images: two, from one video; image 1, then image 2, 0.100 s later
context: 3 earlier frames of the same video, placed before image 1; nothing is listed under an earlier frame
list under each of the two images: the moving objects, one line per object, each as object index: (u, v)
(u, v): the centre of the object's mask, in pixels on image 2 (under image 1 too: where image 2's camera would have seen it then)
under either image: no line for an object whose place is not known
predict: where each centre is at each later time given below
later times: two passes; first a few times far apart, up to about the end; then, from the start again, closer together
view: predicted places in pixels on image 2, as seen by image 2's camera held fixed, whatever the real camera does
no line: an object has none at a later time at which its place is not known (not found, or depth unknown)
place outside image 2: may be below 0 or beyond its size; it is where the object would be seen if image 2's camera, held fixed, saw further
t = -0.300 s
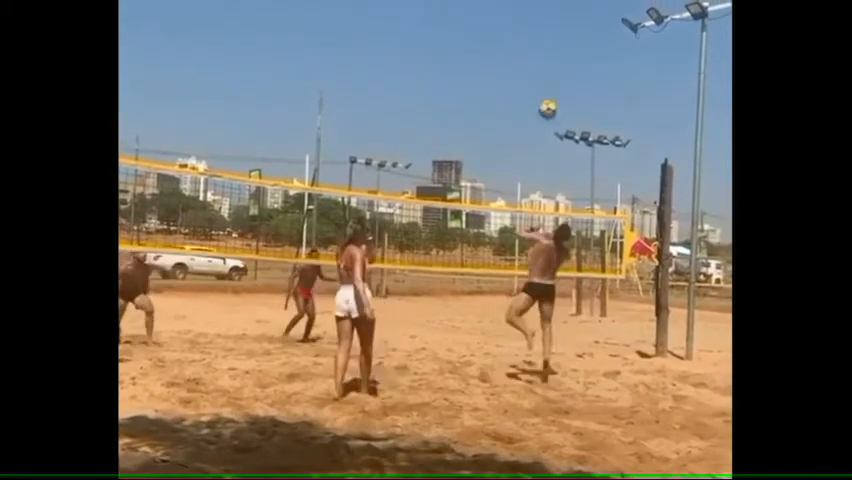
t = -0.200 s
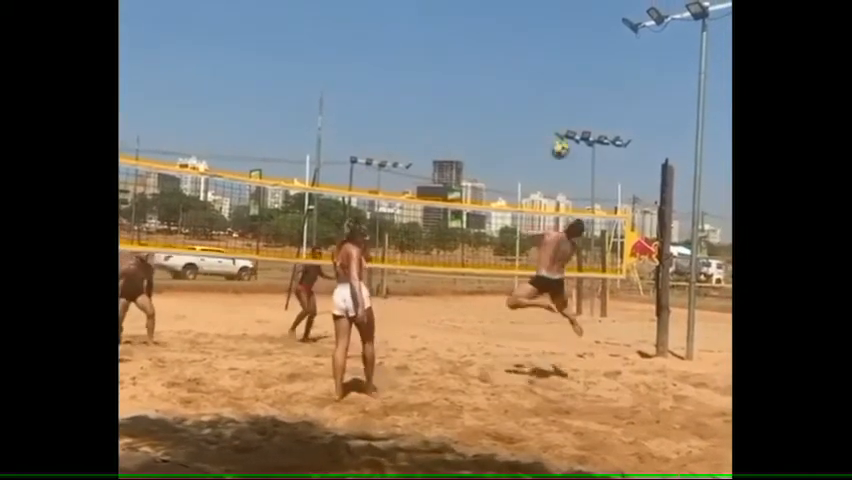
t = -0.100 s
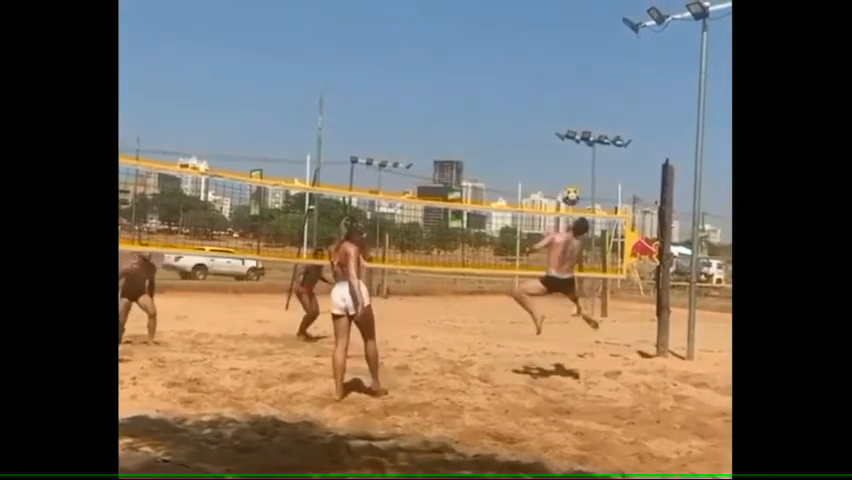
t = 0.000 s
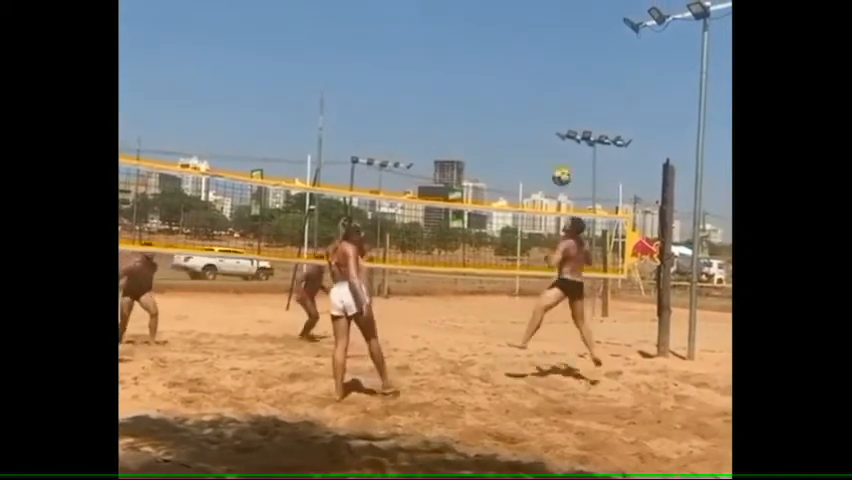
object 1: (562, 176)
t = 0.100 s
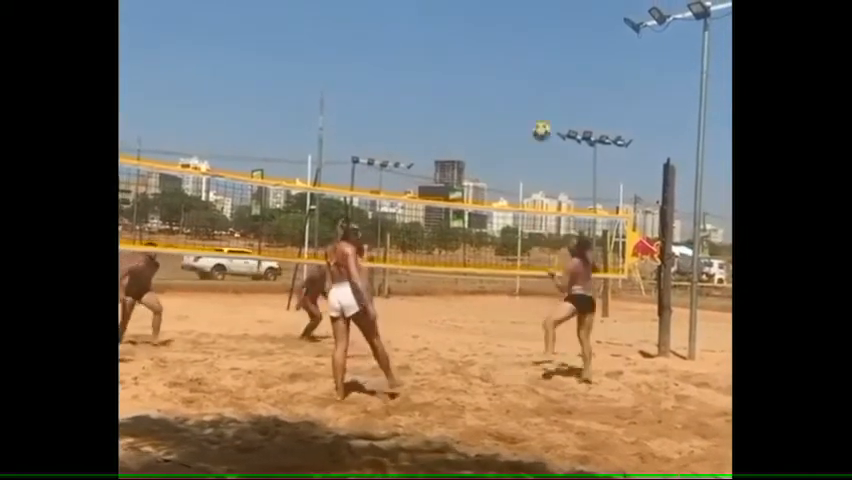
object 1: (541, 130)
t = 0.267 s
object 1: (506, 71)
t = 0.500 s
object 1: (452, 23)
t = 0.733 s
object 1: (393, 24)
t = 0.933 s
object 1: (336, 68)
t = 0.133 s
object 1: (535, 117)
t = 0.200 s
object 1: (520, 91)
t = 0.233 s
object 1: (513, 81)
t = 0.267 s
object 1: (506, 71)
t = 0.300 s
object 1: (499, 62)
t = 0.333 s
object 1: (491, 53)
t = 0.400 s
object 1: (475, 38)
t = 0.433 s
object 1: (468, 33)
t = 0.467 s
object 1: (460, 27)
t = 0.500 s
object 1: (452, 23)
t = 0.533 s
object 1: (444, 21)
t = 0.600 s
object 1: (428, 18)
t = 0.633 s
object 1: (420, 17)
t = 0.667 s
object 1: (411, 19)
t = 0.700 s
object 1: (402, 21)
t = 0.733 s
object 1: (393, 24)
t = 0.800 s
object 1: (374, 34)
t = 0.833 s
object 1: (364, 41)
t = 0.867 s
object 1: (354, 49)
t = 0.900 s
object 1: (345, 57)
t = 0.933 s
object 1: (336, 68)
